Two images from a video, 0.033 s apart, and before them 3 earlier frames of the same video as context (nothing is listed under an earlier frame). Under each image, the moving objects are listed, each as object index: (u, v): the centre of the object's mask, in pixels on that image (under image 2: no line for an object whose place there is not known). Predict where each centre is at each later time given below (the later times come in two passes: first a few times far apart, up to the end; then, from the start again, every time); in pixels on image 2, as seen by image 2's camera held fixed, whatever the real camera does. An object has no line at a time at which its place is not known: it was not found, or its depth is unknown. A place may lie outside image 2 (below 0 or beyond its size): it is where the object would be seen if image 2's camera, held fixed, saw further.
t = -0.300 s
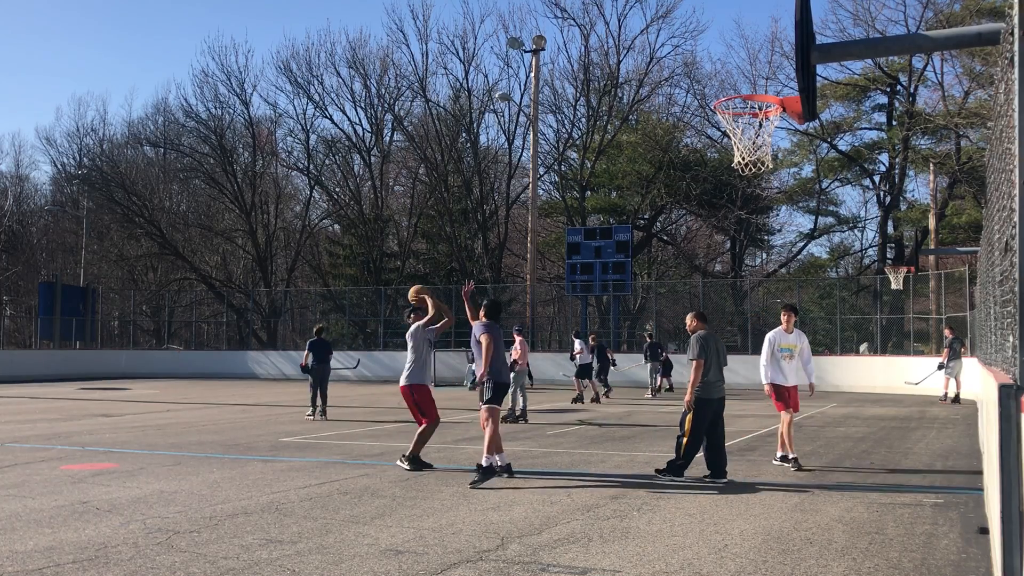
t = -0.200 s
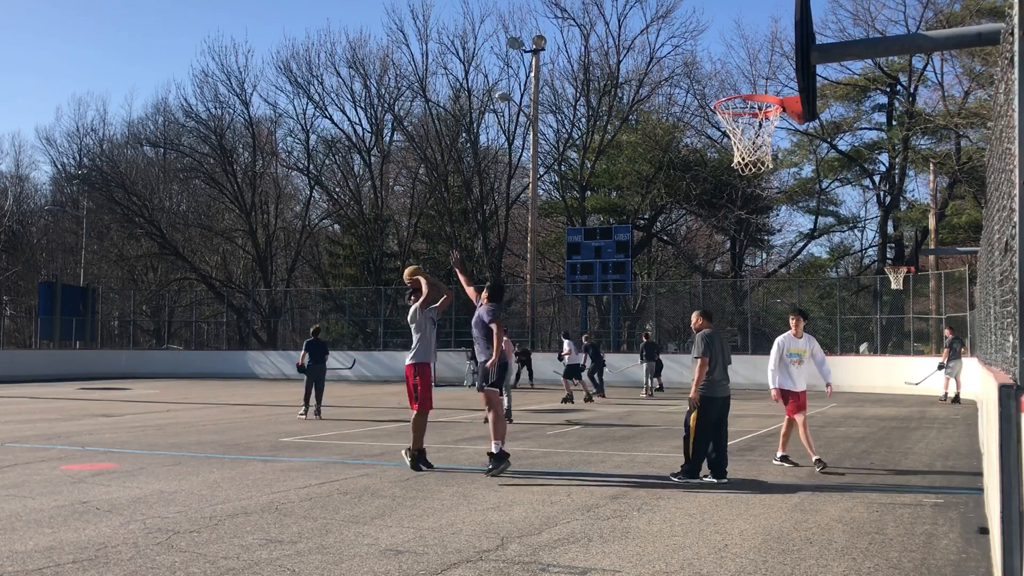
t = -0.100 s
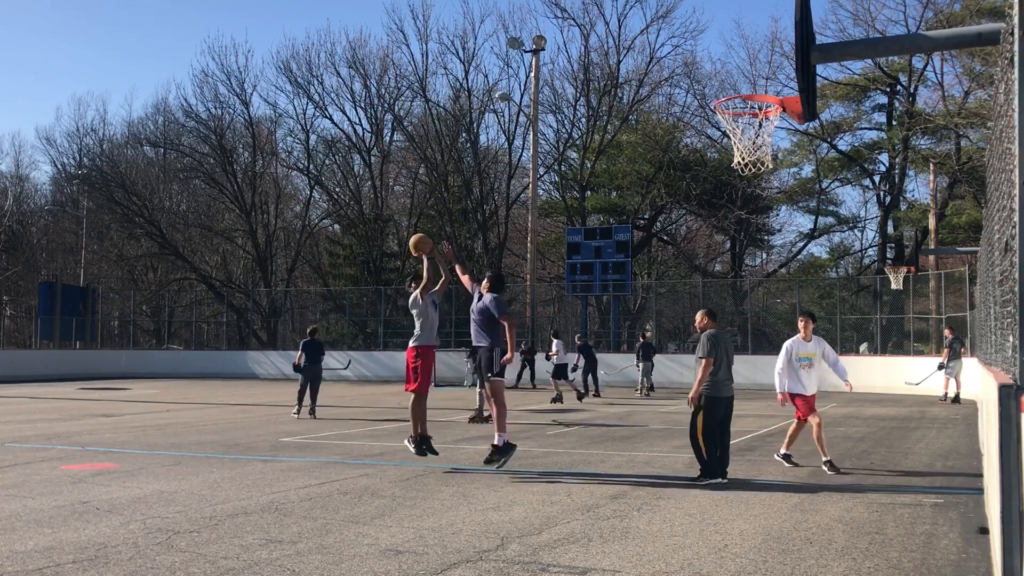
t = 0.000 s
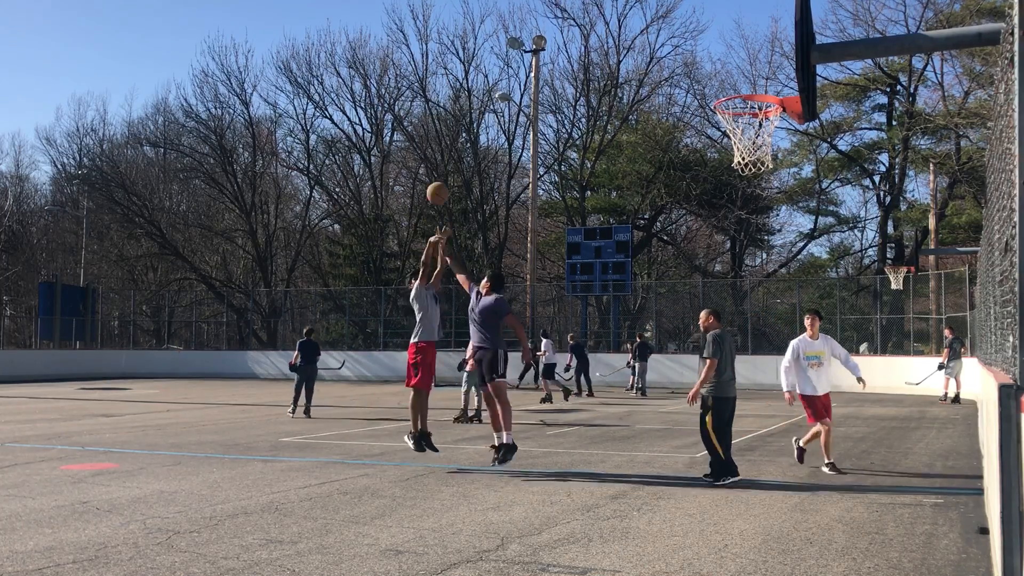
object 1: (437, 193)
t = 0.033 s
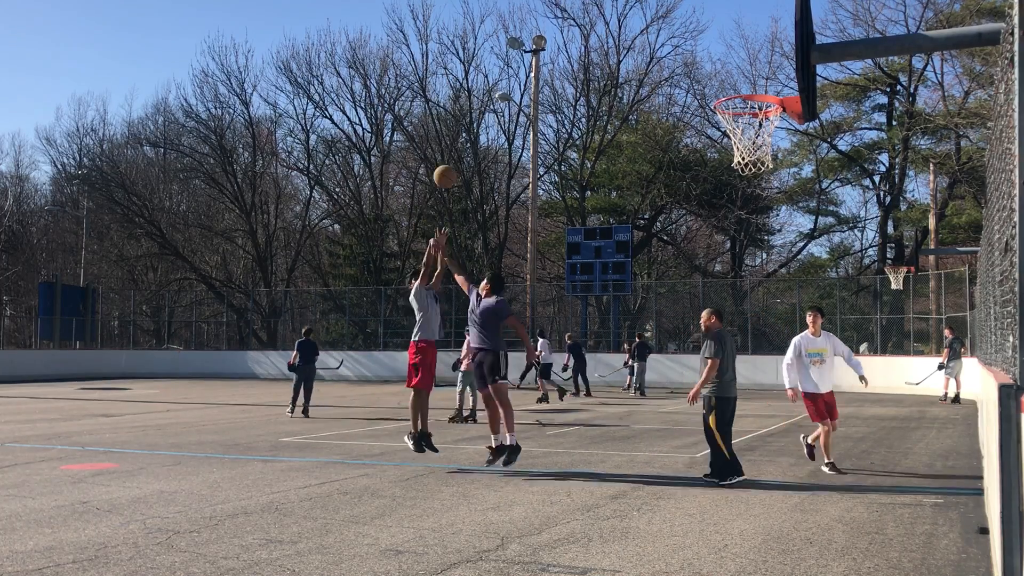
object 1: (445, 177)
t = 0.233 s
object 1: (490, 91)
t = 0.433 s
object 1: (541, 37)
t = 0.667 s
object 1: (612, 19)
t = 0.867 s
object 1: (684, 54)
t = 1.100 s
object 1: (765, 86)
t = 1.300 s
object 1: (780, 81)
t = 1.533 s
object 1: (794, 128)
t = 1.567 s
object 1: (798, 137)
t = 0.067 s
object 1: (453, 160)
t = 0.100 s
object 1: (459, 145)
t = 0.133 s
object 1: (467, 131)
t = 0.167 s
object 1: (474, 117)
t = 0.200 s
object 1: (482, 104)
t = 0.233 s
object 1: (490, 91)
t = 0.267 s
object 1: (498, 80)
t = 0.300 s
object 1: (507, 69)
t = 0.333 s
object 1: (515, 60)
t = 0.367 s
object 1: (524, 51)
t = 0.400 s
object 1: (533, 43)
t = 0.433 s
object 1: (541, 37)
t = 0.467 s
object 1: (551, 30)
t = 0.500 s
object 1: (560, 26)
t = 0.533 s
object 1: (570, 22)
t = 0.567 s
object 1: (580, 19)
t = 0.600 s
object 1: (590, 18)
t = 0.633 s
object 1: (601, 17)
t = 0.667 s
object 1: (612, 19)
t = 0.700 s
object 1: (623, 21)
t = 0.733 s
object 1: (634, 24)
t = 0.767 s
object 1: (646, 30)
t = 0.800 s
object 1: (658, 36)
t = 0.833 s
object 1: (671, 45)
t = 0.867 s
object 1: (684, 54)
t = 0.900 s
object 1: (698, 66)
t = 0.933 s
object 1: (711, 79)
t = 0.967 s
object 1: (724, 89)
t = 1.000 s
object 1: (738, 92)
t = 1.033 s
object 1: (751, 94)
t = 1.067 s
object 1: (759, 91)
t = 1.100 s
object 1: (765, 86)
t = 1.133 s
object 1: (770, 86)
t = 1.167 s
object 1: (772, 83)
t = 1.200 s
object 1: (774, 81)
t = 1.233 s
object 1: (777, 80)
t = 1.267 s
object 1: (779, 80)
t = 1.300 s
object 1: (780, 81)
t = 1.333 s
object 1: (782, 83)
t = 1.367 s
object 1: (784, 85)
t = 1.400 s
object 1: (785, 87)
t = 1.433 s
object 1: (786, 90)
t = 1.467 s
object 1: (790, 94)
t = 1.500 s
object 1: (790, 121)
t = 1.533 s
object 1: (794, 128)
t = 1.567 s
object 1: (798, 137)
